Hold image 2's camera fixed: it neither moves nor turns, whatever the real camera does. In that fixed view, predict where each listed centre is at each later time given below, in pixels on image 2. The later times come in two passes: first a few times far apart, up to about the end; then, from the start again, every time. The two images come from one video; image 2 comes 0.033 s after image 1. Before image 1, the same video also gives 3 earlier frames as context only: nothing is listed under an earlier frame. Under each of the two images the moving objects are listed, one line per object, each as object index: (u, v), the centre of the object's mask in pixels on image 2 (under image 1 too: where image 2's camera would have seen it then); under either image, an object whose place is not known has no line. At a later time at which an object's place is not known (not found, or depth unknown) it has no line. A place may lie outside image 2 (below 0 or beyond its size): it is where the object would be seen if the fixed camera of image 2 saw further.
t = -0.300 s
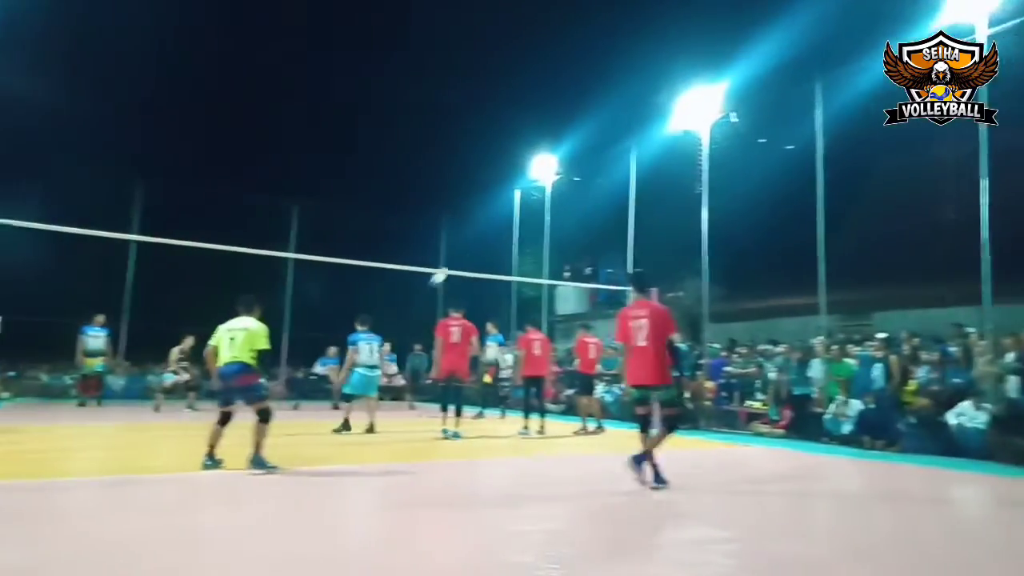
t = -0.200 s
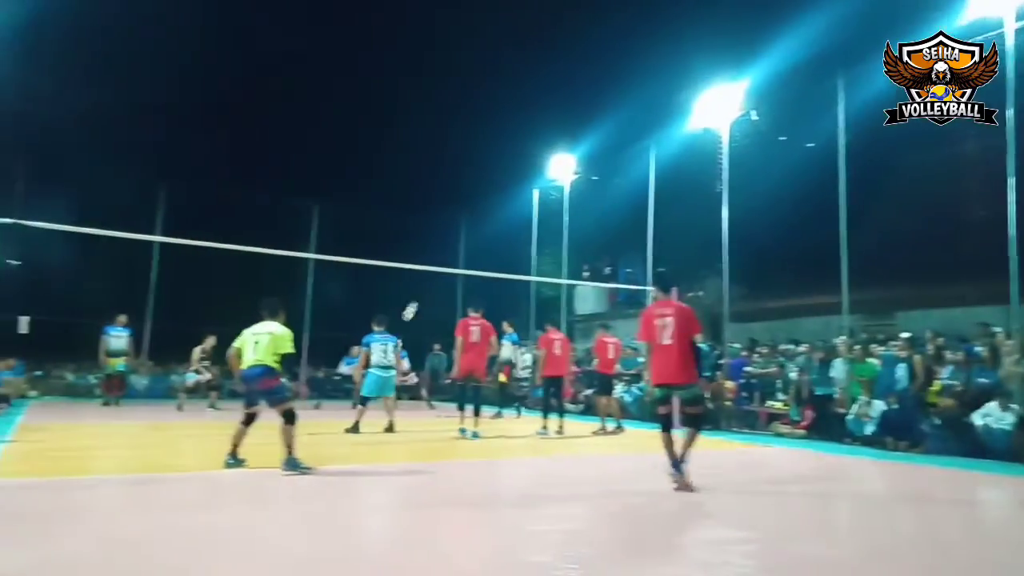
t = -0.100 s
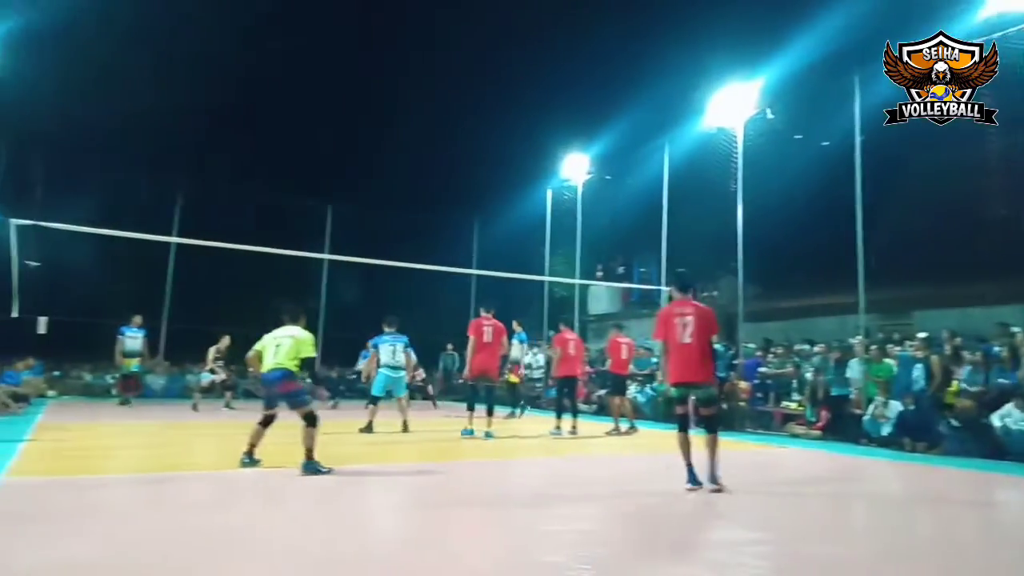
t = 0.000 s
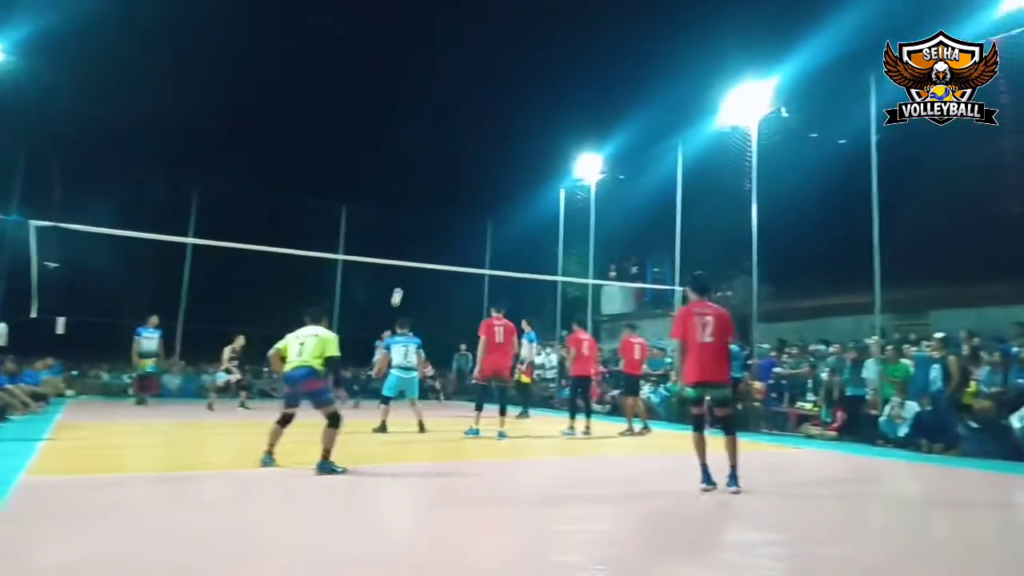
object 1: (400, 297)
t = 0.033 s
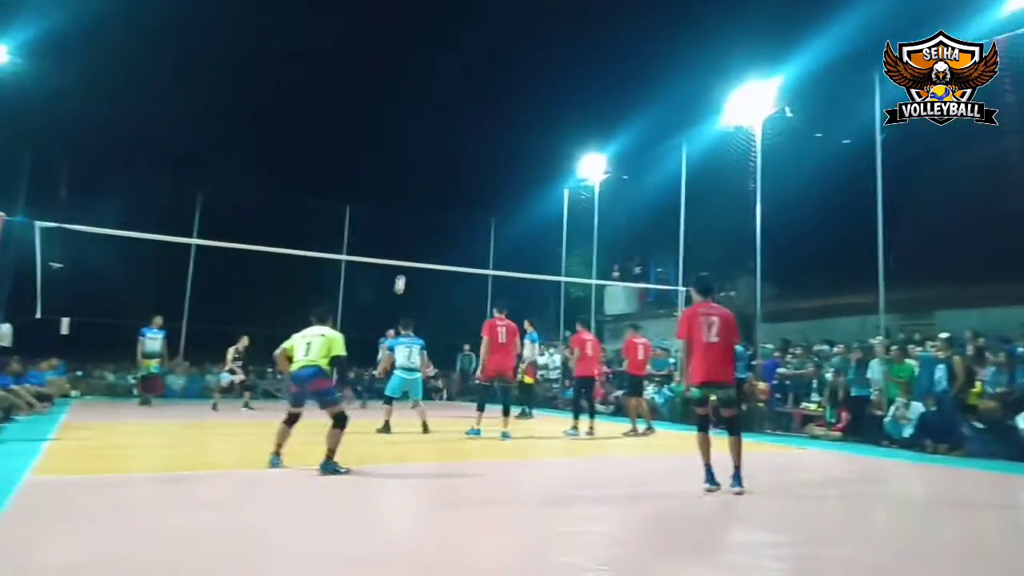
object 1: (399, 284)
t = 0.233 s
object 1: (397, 204)
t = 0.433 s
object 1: (395, 140)
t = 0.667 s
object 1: (390, 88)
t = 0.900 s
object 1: (386, 62)
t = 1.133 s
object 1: (379, 60)
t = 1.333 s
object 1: (372, 80)
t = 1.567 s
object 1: (363, 132)
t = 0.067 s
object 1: (399, 269)
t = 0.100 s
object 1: (399, 253)
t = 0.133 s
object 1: (398, 242)
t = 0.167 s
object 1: (398, 228)
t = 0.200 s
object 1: (398, 215)
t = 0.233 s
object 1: (397, 204)
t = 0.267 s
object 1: (397, 192)
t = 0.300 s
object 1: (396, 179)
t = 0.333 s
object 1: (396, 169)
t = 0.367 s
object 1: (395, 159)
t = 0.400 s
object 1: (395, 149)
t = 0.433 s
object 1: (395, 140)
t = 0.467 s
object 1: (394, 132)
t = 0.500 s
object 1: (393, 122)
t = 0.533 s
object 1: (393, 115)
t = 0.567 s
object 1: (392, 108)
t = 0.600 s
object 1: (392, 100)
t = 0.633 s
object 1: (392, 95)
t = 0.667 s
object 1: (390, 88)
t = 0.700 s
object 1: (390, 83)
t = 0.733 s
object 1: (390, 79)
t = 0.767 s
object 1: (389, 73)
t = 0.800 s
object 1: (388, 70)
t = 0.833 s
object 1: (387, 67)
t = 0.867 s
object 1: (387, 63)
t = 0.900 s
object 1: (386, 62)
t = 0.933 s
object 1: (385, 59)
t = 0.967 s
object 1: (384, 58)
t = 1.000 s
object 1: (383, 57)
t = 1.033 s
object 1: (382, 57)
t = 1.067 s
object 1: (382, 58)
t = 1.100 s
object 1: (381, 58)
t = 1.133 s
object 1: (379, 60)
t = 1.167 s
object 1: (378, 62)
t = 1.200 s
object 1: (377, 64)
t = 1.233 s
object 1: (376, 68)
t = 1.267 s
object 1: (375, 71)
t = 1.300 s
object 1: (373, 75)
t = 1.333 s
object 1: (372, 80)
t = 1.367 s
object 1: (371, 86)
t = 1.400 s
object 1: (370, 92)
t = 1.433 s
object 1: (369, 98)
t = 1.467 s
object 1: (367, 106)
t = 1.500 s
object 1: (366, 114)
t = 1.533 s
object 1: (364, 122)
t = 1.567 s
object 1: (363, 132)
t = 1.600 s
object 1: (361, 141)
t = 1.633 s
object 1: (360, 153)
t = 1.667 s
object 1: (359, 163)
